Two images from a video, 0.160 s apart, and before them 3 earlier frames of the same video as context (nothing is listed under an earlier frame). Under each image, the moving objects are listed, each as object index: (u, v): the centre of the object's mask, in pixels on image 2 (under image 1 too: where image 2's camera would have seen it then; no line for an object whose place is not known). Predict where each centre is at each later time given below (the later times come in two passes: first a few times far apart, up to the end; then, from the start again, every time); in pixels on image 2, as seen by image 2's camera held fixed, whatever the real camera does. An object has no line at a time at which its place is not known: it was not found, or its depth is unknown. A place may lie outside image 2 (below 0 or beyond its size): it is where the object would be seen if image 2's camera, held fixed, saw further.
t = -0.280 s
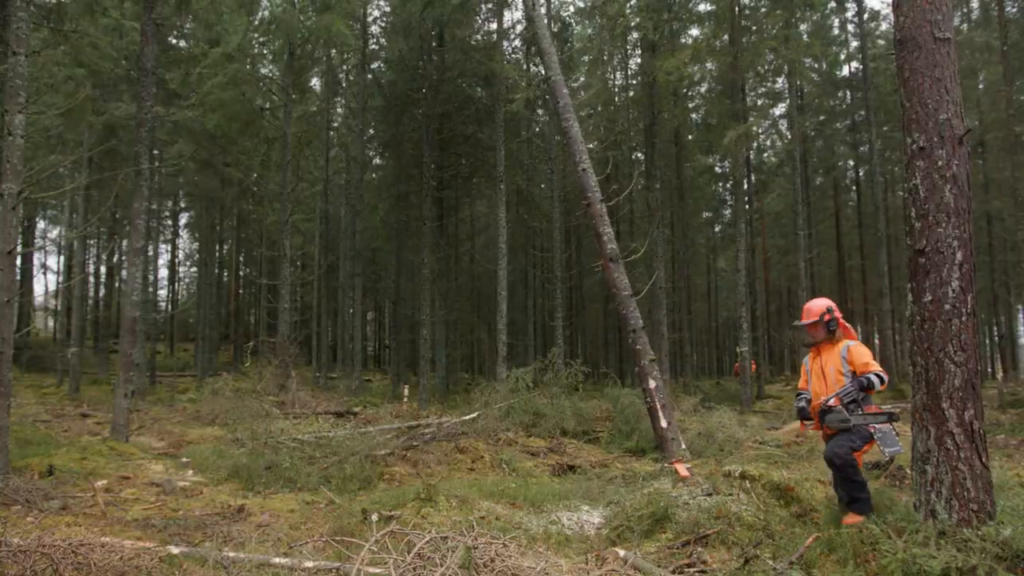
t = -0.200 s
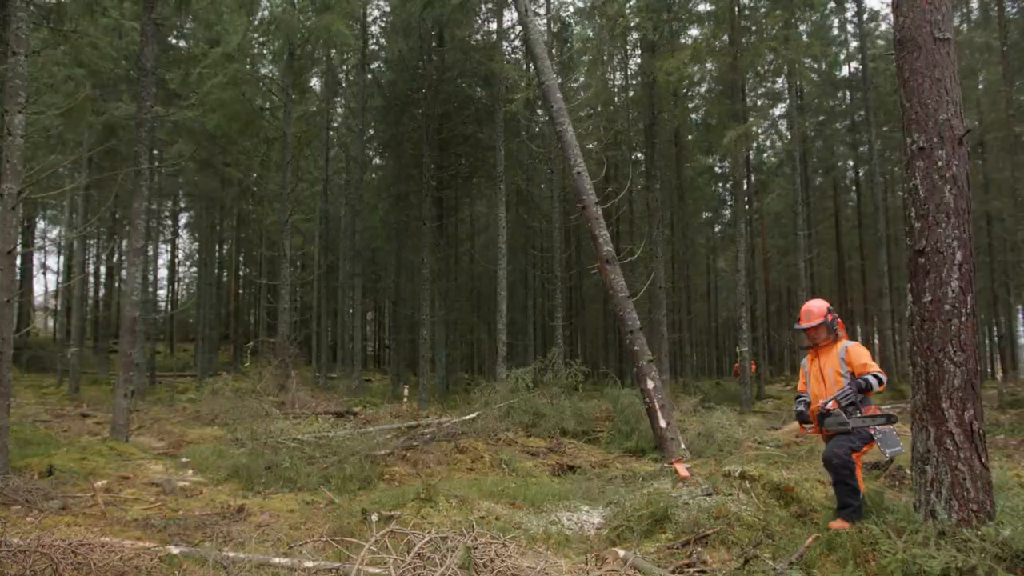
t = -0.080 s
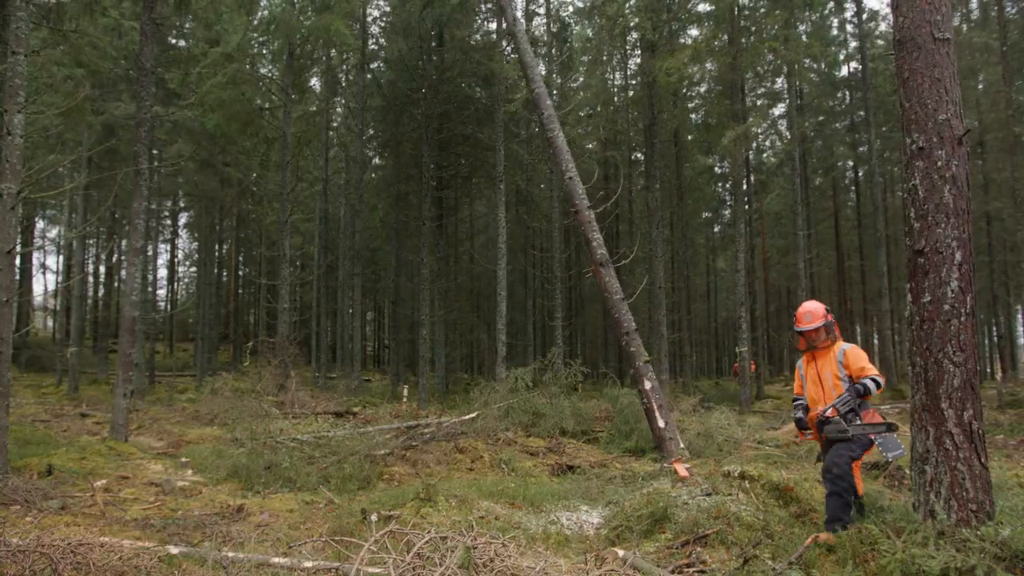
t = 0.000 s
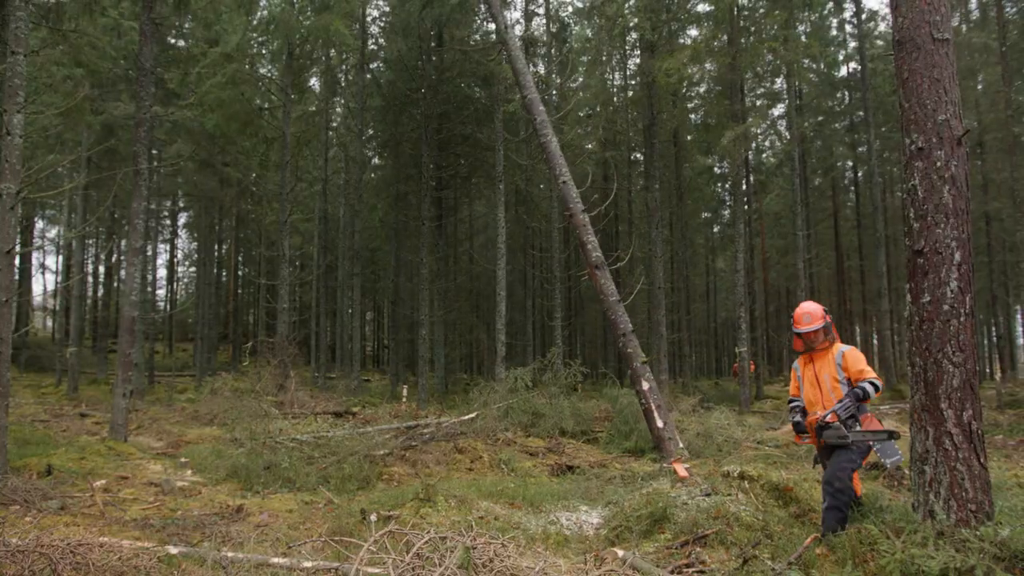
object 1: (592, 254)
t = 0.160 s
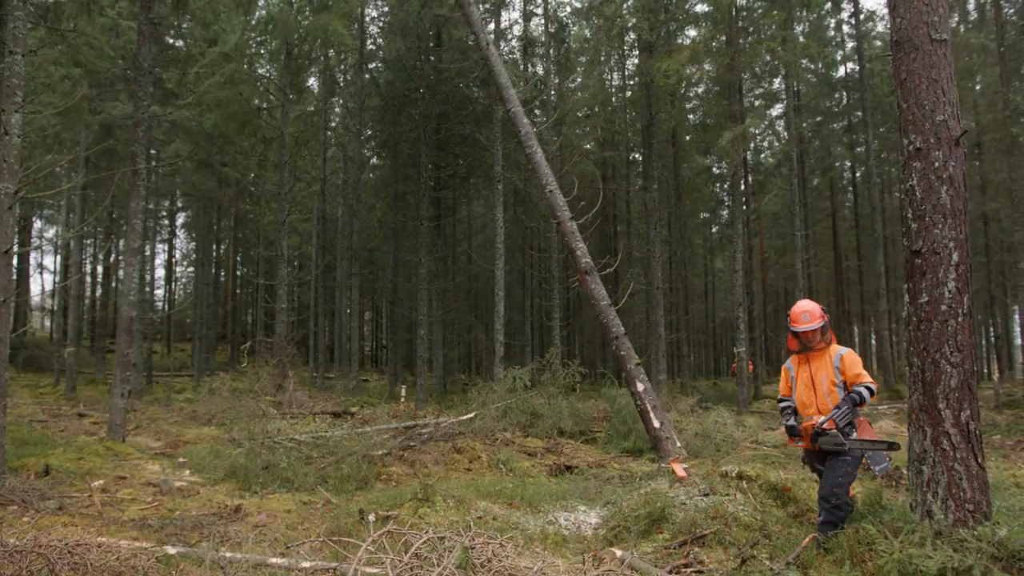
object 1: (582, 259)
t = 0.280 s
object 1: (573, 260)
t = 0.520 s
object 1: (550, 263)
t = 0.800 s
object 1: (518, 266)
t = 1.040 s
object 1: (485, 272)
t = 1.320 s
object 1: (468, 315)
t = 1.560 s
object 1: (458, 359)
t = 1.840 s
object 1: (445, 414)
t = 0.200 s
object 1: (578, 257)
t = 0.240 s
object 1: (576, 260)
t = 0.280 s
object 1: (573, 260)
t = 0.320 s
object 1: (569, 260)
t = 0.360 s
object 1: (566, 260)
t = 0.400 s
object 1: (562, 262)
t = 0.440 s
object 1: (559, 263)
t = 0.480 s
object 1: (554, 263)
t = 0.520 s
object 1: (550, 263)
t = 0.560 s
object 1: (546, 263)
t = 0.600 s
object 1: (541, 263)
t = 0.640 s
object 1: (538, 264)
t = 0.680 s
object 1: (532, 263)
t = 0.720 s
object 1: (528, 264)
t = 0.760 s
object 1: (523, 265)
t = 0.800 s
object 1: (518, 266)
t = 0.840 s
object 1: (514, 268)
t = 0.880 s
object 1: (509, 268)
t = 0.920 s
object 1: (503, 269)
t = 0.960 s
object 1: (498, 270)
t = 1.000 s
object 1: (490, 270)
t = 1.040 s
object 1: (485, 272)
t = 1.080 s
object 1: (480, 275)
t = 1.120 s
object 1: (478, 282)
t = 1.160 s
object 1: (468, 281)
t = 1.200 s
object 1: (474, 295)
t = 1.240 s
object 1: (473, 302)
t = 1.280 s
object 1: (466, 305)
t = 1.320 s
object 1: (468, 315)
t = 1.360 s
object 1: (466, 322)
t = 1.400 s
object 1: (467, 331)
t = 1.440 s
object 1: (463, 337)
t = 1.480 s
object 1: (460, 344)
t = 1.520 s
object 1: (461, 353)
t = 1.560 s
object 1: (458, 359)
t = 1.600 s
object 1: (462, 370)
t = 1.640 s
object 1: (453, 374)
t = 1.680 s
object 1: (447, 380)
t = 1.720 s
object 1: (448, 389)
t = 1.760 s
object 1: (441, 395)
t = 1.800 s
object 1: (448, 406)
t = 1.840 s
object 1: (445, 414)
